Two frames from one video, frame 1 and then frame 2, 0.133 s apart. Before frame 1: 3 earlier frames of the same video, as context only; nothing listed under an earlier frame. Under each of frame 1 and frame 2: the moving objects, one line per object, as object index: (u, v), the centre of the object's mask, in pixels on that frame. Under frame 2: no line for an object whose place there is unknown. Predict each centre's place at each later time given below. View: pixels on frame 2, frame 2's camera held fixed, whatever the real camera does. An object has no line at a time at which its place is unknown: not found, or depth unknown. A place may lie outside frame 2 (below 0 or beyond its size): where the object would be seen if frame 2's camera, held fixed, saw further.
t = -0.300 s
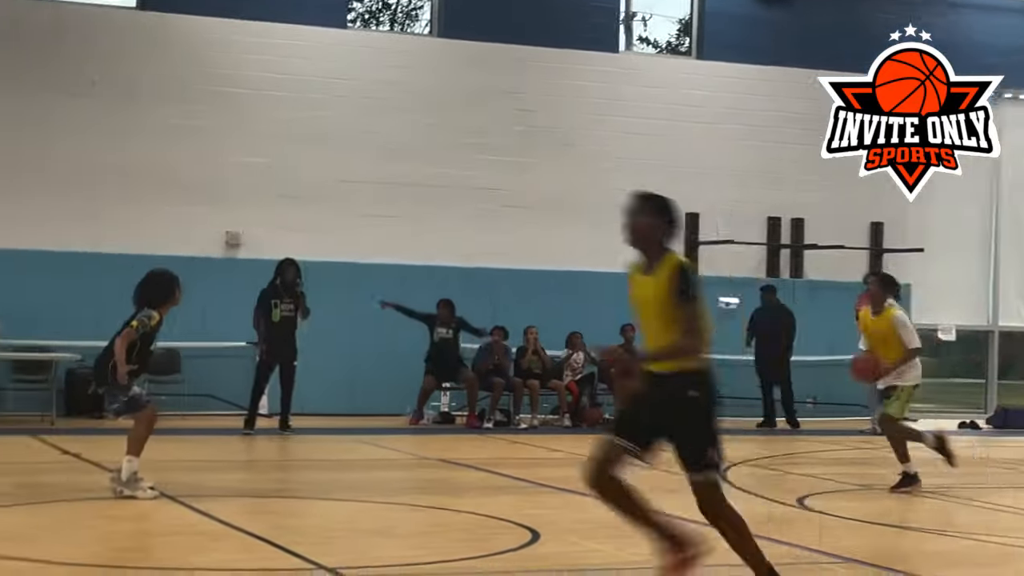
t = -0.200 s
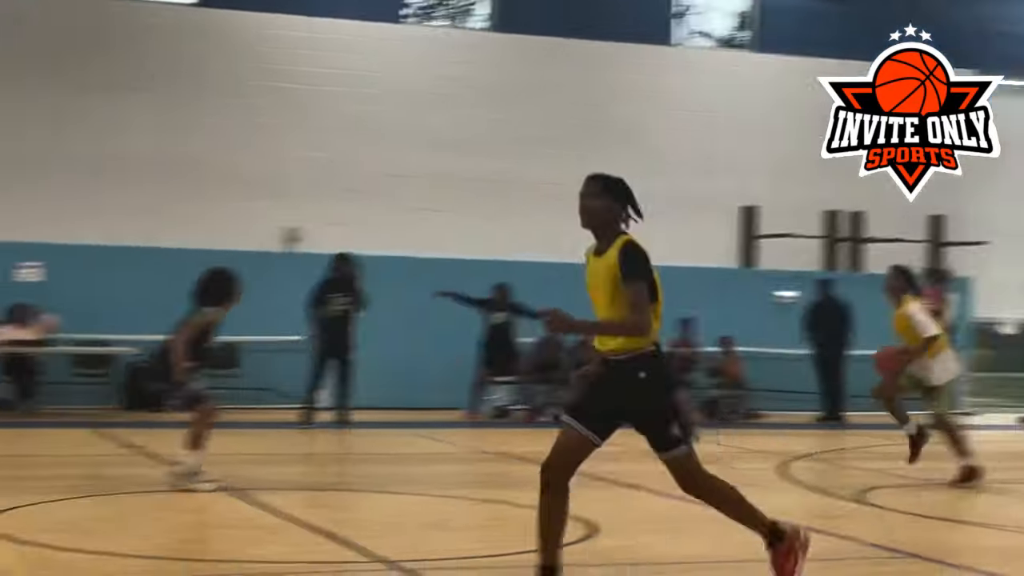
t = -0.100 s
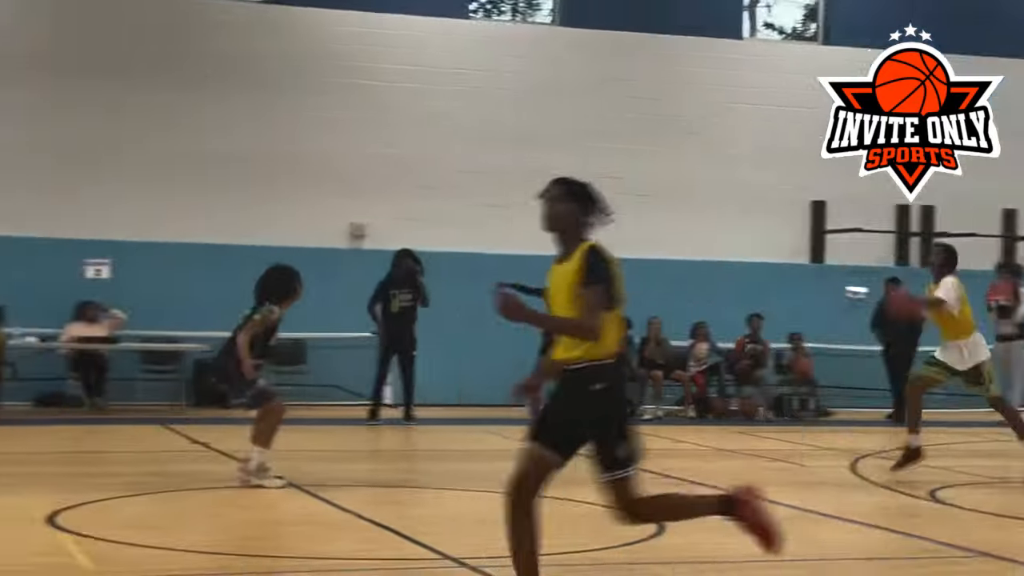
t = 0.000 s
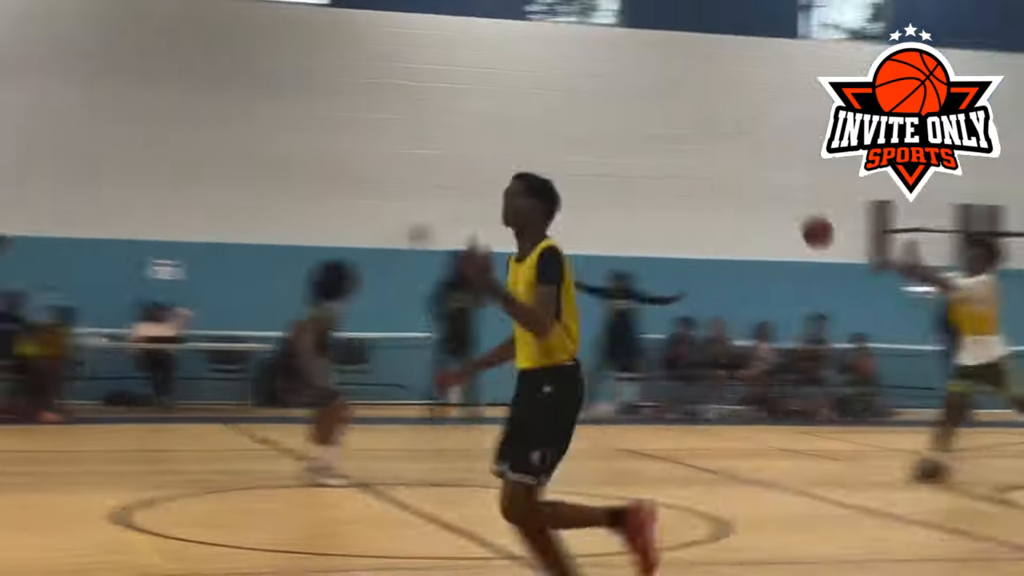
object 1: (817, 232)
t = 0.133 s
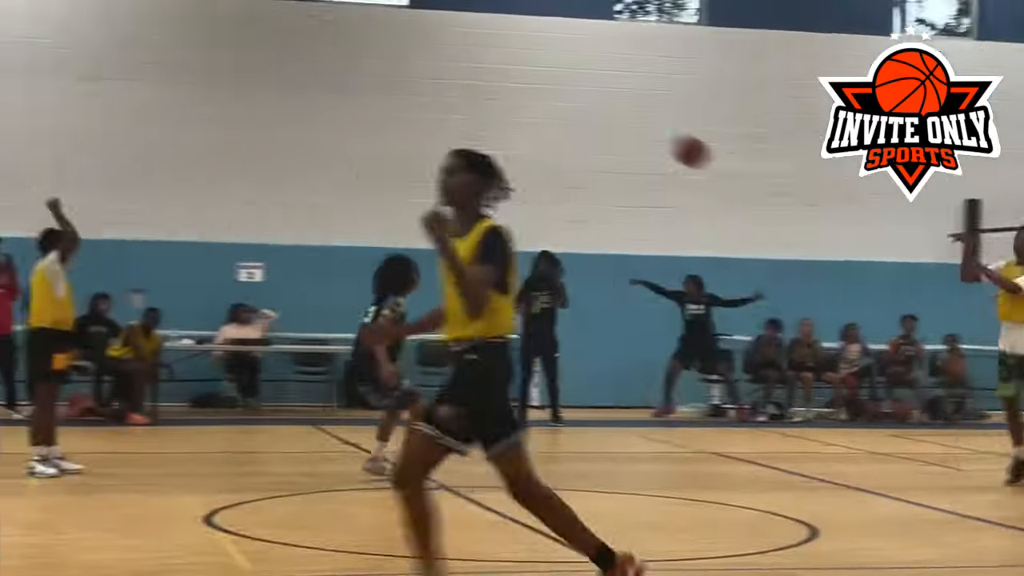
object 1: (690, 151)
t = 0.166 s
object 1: (637, 135)
